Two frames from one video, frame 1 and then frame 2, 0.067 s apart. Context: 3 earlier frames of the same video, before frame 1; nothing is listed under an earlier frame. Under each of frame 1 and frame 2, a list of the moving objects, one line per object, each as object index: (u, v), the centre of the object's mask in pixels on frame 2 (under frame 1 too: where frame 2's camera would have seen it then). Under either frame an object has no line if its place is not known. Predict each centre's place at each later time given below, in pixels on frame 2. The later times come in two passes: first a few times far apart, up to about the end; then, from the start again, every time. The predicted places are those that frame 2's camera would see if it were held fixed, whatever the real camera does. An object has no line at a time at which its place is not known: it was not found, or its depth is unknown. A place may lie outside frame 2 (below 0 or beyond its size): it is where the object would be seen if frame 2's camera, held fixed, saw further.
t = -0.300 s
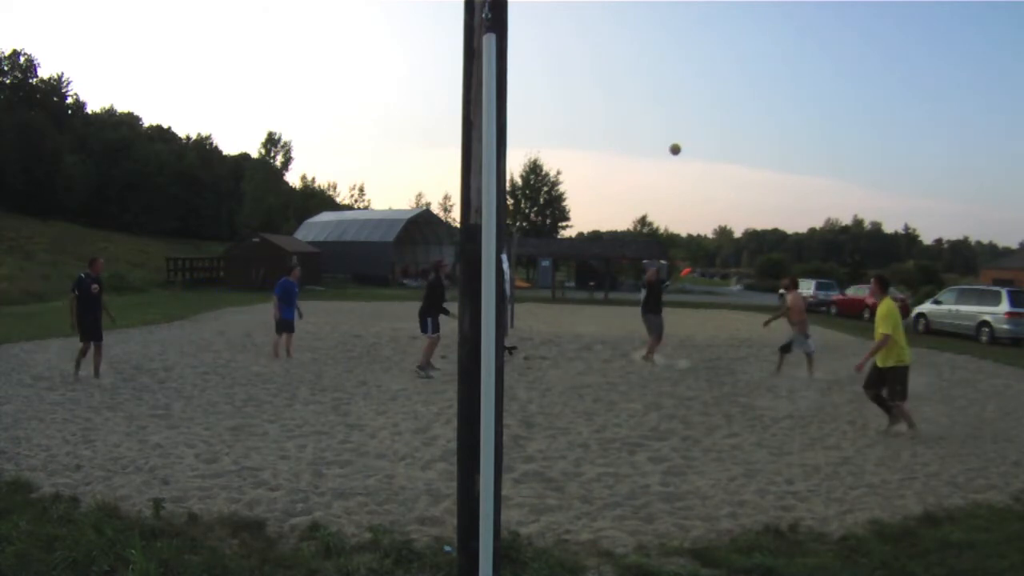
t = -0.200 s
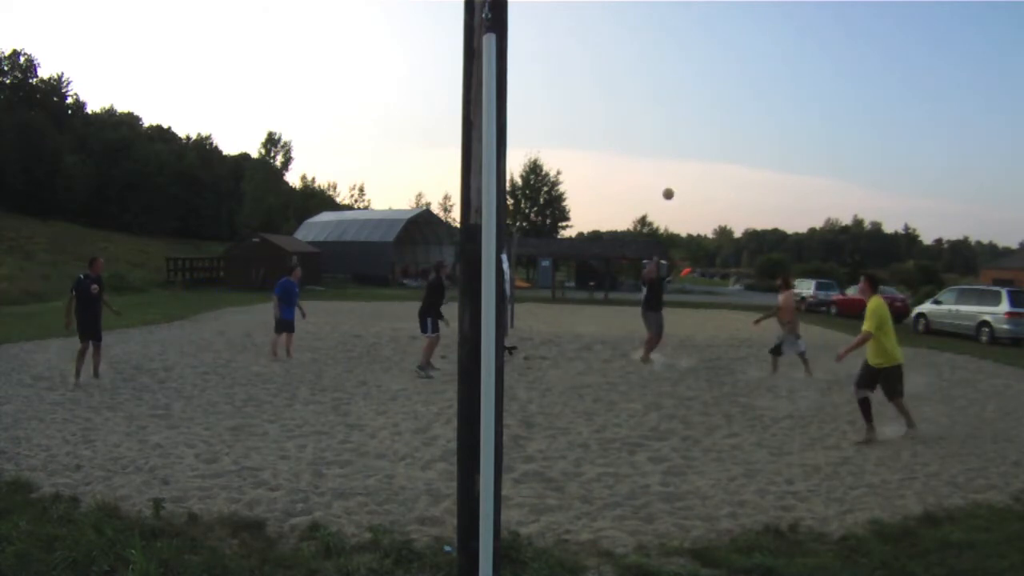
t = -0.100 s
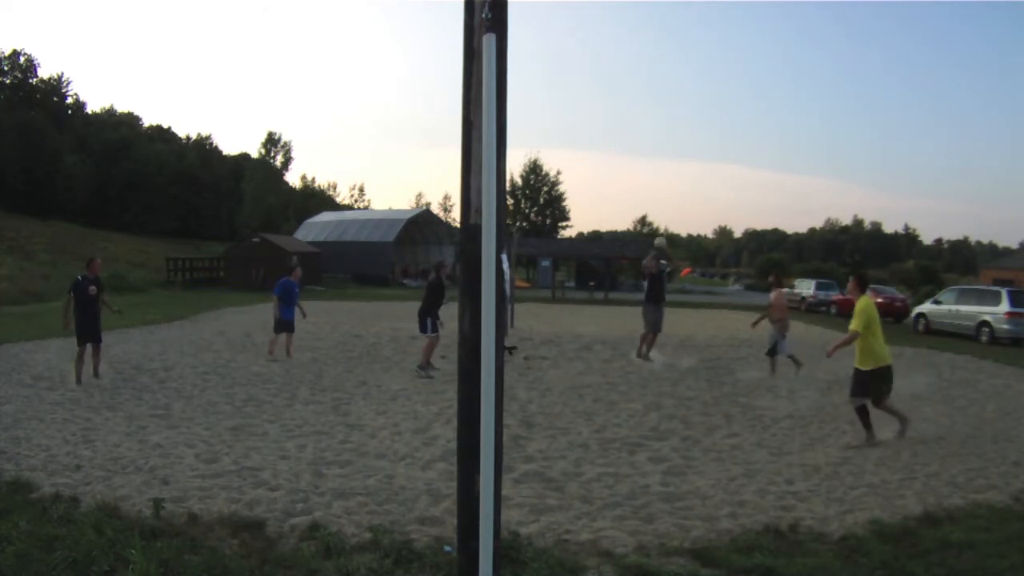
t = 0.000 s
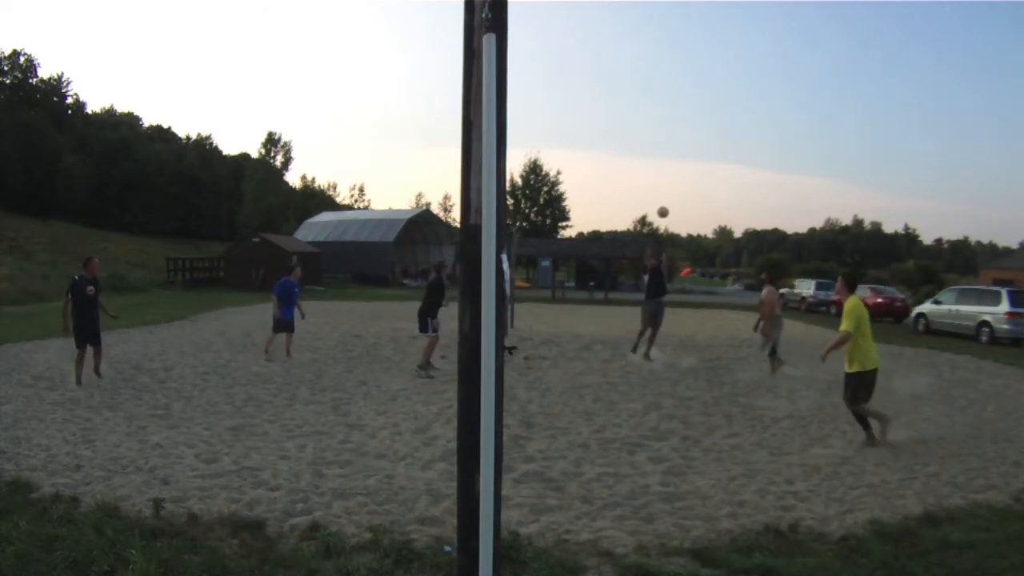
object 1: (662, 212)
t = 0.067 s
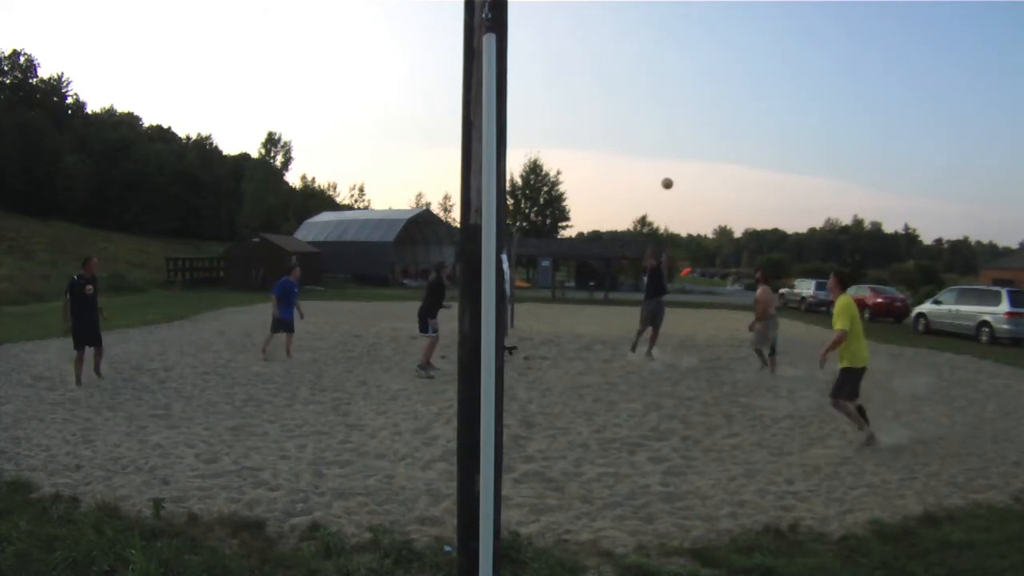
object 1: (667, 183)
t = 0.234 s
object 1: (678, 120)
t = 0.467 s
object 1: (694, 57)
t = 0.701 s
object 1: (712, 22)
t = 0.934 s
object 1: (734, 18)
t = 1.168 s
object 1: (761, 49)
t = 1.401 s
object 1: (795, 129)
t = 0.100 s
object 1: (669, 169)
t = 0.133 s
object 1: (671, 156)
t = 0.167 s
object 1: (673, 144)
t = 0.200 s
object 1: (676, 132)
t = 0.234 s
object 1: (678, 120)
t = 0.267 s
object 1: (680, 110)
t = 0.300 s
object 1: (683, 99)
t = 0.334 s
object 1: (685, 89)
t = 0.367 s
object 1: (687, 80)
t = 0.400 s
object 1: (690, 72)
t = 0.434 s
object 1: (692, 64)
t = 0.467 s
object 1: (694, 57)
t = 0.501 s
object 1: (697, 51)
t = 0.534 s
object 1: (699, 44)
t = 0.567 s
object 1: (702, 39)
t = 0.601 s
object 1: (704, 34)
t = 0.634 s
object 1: (707, 29)
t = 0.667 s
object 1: (709, 26)
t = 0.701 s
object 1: (712, 22)
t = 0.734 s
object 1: (715, 20)
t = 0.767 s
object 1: (718, 18)
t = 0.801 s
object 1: (721, 17)
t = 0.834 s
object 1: (724, 16)
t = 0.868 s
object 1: (727, 16)
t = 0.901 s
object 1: (730, 16)
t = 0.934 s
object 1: (734, 18)
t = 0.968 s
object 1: (737, 20)
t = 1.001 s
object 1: (741, 23)
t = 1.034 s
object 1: (744, 26)
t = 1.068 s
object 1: (748, 30)
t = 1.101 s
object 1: (752, 36)
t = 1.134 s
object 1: (757, 42)
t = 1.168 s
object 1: (761, 49)
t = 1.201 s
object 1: (766, 57)
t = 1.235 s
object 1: (770, 66)
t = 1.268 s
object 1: (775, 76)
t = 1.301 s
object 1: (780, 88)
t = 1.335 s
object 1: (785, 100)
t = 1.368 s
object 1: (790, 114)
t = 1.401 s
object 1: (795, 129)
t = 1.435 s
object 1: (800, 145)
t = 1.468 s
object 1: (806, 162)
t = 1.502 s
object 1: (811, 181)
